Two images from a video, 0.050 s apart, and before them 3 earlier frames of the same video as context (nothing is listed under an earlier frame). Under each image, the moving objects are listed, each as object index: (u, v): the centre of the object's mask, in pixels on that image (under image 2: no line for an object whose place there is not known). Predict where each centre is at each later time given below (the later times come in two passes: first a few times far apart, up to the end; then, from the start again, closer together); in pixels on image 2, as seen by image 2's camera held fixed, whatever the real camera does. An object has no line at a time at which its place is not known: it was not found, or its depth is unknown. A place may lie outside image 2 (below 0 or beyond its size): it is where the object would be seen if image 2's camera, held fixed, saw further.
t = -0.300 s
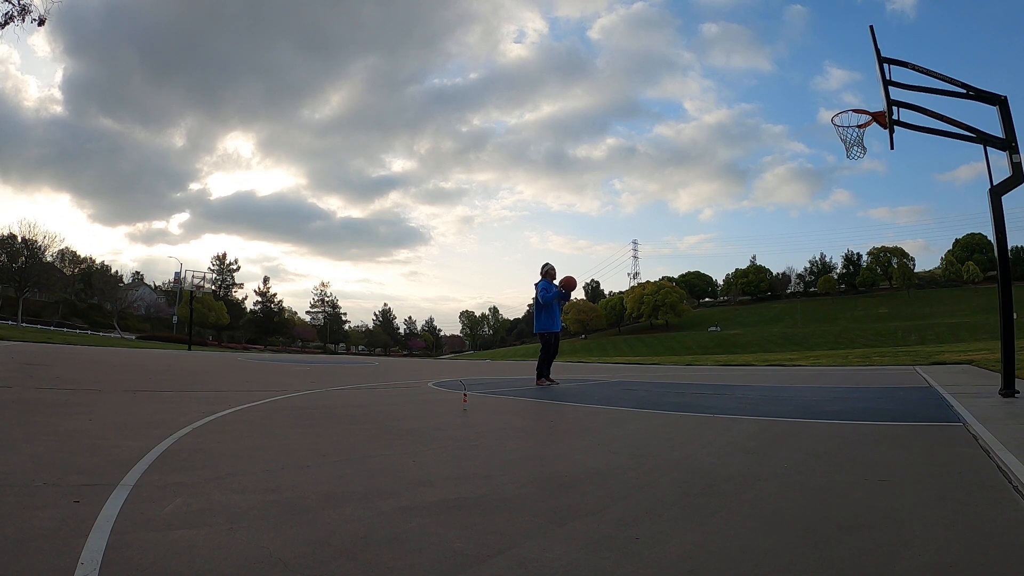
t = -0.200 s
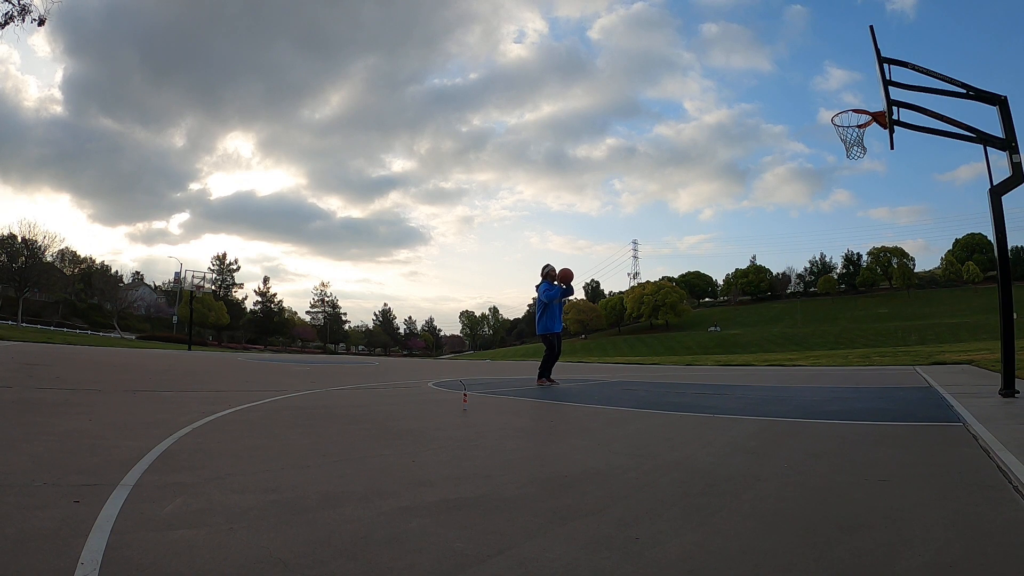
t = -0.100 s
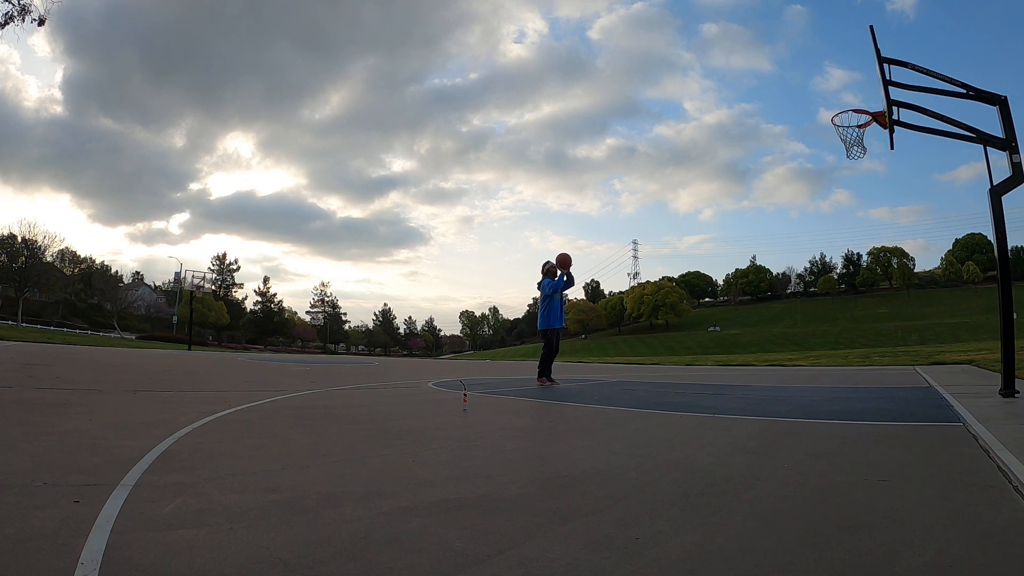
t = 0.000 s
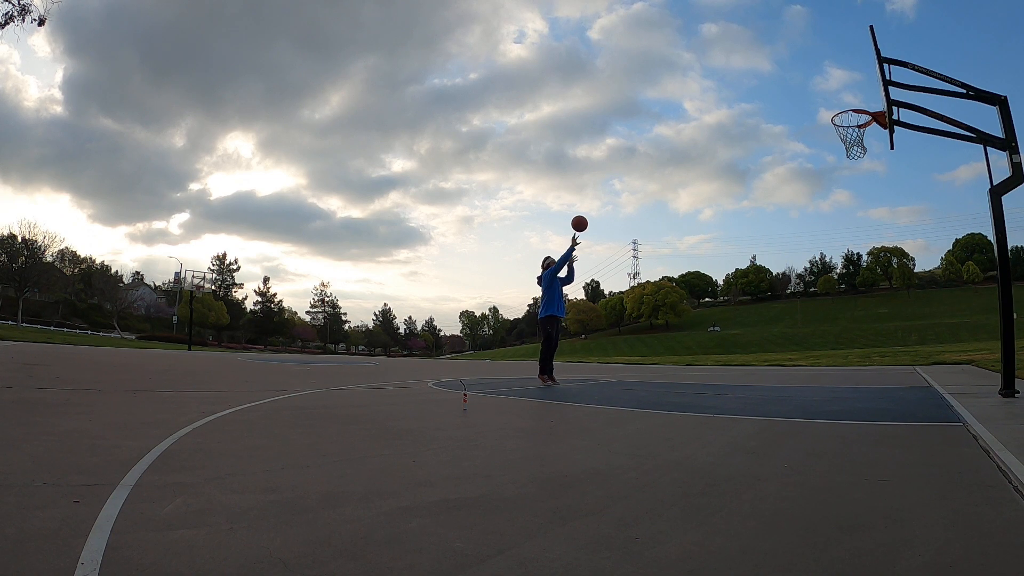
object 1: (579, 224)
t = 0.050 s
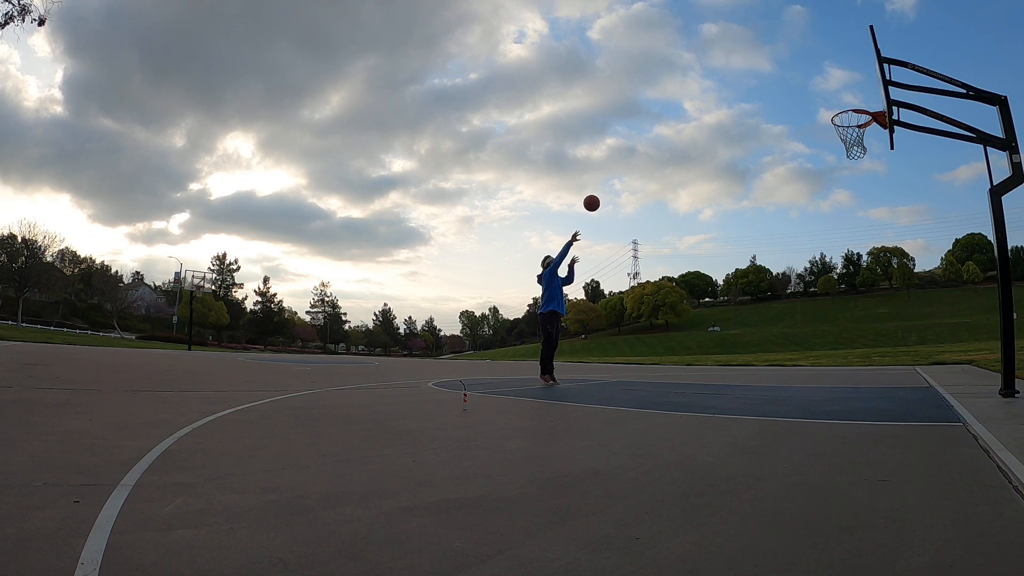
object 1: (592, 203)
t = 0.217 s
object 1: (633, 146)
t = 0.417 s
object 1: (686, 100)
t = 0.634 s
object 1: (749, 81)
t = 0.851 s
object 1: (821, 95)
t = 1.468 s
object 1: (843, 262)
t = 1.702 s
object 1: (837, 380)
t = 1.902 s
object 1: (833, 304)
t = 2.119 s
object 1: (827, 264)
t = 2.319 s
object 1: (824, 260)
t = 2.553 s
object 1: (822, 292)
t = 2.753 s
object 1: (821, 346)
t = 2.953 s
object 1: (818, 349)
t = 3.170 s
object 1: (814, 316)
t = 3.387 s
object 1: (811, 315)
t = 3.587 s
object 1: (809, 339)
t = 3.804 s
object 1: (807, 363)
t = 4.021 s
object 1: (804, 337)
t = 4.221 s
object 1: (803, 338)
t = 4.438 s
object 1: (801, 364)
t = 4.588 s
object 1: (800, 358)
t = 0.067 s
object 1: (596, 196)
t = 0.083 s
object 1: (600, 190)
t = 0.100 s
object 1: (604, 184)
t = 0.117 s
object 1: (608, 178)
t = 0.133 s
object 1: (612, 172)
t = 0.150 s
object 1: (616, 167)
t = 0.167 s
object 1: (621, 161)
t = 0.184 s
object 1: (625, 156)
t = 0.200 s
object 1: (629, 151)
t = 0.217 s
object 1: (633, 146)
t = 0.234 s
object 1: (638, 141)
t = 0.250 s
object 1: (642, 137)
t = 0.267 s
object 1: (646, 132)
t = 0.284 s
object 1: (651, 128)
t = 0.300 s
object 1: (655, 124)
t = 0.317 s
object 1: (659, 120)
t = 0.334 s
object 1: (664, 116)
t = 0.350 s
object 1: (668, 113)
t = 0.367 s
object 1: (673, 109)
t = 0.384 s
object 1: (677, 106)
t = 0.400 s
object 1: (682, 103)
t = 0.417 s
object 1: (686, 100)
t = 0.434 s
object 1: (691, 98)
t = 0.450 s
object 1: (696, 95)
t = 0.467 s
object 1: (700, 93)
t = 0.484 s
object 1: (705, 91)
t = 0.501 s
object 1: (710, 89)
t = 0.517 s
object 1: (715, 87)
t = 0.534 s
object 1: (719, 86)
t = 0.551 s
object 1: (724, 84)
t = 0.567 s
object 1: (729, 83)
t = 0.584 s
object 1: (734, 82)
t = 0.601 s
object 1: (739, 82)
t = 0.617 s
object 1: (744, 81)
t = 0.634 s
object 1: (749, 81)
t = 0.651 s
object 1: (754, 80)
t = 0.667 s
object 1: (759, 80)
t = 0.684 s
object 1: (765, 81)
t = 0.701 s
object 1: (770, 81)
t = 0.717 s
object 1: (775, 82)
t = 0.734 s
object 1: (781, 83)
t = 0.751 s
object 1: (786, 84)
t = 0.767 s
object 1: (792, 85)
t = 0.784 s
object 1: (797, 87)
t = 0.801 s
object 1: (803, 88)
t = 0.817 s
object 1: (809, 91)
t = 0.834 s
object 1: (815, 93)
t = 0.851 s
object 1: (821, 95)
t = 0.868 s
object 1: (827, 98)
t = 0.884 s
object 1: (833, 101)
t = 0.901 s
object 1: (839, 104)
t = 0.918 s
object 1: (845, 108)
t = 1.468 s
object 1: (843, 262)
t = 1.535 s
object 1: (842, 296)
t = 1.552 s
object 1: (842, 305)
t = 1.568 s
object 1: (841, 314)
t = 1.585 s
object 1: (841, 323)
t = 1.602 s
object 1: (841, 333)
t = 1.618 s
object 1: (840, 343)
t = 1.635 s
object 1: (840, 353)
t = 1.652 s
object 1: (839, 363)
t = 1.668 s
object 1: (838, 373)
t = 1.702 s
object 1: (837, 380)
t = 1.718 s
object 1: (837, 372)
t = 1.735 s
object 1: (837, 364)
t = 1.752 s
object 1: (836, 357)
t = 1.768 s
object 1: (836, 350)
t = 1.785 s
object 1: (836, 343)
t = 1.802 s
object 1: (835, 337)
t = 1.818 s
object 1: (835, 331)
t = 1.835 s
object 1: (835, 325)
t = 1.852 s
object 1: (834, 319)
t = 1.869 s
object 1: (834, 314)
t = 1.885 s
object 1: (833, 309)
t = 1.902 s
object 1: (833, 304)
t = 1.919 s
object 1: (832, 299)
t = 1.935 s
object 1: (832, 295)
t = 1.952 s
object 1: (831, 291)
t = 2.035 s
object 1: (829, 275)
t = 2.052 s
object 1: (829, 272)
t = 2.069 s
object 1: (828, 270)
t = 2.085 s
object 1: (828, 268)
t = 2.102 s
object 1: (828, 266)
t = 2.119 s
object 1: (827, 264)
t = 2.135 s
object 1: (827, 263)
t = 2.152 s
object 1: (827, 262)
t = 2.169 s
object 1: (826, 260)
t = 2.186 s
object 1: (826, 260)
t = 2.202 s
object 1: (825, 259)
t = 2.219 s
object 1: (825, 259)
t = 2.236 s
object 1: (825, 258)
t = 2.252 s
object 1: (825, 258)
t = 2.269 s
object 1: (824, 259)
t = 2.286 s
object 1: (824, 259)
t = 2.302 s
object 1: (824, 260)
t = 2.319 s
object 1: (824, 260)
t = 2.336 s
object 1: (823, 262)
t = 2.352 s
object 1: (824, 263)
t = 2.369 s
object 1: (823, 264)
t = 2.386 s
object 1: (823, 266)
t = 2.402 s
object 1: (823, 267)
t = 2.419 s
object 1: (823, 269)
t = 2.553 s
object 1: (822, 292)
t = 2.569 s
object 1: (822, 295)
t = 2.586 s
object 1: (822, 299)
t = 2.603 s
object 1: (822, 303)
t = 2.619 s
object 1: (822, 307)
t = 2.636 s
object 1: (822, 311)
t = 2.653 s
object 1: (822, 315)
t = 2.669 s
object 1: (822, 320)
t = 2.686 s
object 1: (822, 325)
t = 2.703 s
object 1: (822, 330)
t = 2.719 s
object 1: (821, 335)
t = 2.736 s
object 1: (821, 340)
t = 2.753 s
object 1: (821, 346)
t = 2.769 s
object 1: (821, 351)
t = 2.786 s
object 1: (821, 357)
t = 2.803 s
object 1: (821, 363)
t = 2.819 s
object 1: (820, 370)
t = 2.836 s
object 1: (820, 376)
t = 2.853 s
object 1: (820, 376)
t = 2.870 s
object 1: (820, 371)
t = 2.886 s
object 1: (819, 366)
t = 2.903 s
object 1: (819, 362)
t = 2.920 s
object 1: (819, 357)
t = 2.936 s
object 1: (818, 353)
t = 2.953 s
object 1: (818, 349)
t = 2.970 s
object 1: (818, 346)
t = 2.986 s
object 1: (818, 342)
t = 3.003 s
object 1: (817, 339)
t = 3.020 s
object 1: (817, 335)
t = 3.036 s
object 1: (817, 333)
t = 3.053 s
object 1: (816, 330)
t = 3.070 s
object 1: (816, 327)
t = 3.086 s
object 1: (816, 325)
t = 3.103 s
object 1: (815, 323)
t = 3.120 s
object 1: (815, 321)
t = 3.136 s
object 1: (815, 319)
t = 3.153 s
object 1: (814, 318)
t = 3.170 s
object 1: (814, 316)
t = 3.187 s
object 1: (814, 315)
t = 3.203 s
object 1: (814, 314)
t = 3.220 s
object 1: (813, 313)
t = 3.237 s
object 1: (813, 313)
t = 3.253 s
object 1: (813, 312)
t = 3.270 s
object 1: (813, 312)
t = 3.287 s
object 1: (812, 312)
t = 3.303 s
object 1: (812, 312)
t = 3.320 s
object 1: (812, 312)
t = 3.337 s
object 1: (812, 313)
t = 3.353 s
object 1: (811, 313)
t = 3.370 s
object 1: (811, 314)
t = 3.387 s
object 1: (811, 315)
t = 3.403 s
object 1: (811, 316)
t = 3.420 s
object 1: (811, 317)
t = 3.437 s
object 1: (810, 319)
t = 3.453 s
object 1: (810, 320)
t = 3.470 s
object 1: (810, 322)
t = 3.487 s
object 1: (810, 324)
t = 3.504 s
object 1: (810, 326)
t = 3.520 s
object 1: (810, 328)
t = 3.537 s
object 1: (809, 331)
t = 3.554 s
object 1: (809, 333)
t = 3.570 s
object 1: (809, 336)
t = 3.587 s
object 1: (809, 339)
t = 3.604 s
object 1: (809, 342)
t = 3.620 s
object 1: (809, 345)
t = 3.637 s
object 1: (808, 348)
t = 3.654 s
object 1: (808, 352)
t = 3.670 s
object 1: (808, 356)
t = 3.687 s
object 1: (808, 359)
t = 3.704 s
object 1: (808, 364)
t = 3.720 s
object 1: (807, 368)
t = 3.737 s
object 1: (807, 372)
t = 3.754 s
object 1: (807, 374)
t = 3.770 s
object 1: (807, 370)
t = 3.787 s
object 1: (807, 367)
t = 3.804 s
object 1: (807, 363)
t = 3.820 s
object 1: (806, 360)
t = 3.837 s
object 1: (806, 357)
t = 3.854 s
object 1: (806, 355)
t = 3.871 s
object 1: (806, 352)
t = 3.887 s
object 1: (805, 350)
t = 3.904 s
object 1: (805, 348)
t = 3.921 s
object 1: (805, 346)
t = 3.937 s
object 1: (805, 344)
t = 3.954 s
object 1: (805, 342)
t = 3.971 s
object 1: (805, 341)
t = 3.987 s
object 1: (805, 340)
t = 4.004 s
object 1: (804, 338)
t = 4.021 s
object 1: (804, 337)
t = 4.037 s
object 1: (804, 337)
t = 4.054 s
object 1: (804, 336)
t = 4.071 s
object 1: (804, 335)
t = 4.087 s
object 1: (804, 335)
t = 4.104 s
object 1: (804, 335)
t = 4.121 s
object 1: (803, 335)
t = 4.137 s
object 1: (803, 335)
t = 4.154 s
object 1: (803, 335)
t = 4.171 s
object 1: (803, 336)
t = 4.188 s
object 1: (803, 337)
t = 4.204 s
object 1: (803, 337)
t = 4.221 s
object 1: (803, 338)
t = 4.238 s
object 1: (802, 339)
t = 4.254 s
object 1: (802, 341)
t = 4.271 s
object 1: (802, 342)
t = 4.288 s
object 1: (802, 344)
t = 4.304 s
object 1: (802, 345)
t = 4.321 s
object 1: (802, 347)
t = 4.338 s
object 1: (802, 349)
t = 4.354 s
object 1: (802, 351)
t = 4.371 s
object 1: (802, 354)
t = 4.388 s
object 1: (801, 356)
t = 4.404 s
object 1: (801, 359)
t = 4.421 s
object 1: (801, 361)
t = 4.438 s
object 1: (801, 364)
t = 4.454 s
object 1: (801, 367)
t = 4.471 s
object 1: (801, 370)
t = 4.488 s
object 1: (801, 371)
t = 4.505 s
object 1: (800, 368)
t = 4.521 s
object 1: (800, 366)
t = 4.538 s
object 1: (800, 363)
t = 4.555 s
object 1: (800, 361)
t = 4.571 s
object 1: (800, 359)
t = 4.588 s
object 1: (800, 358)
